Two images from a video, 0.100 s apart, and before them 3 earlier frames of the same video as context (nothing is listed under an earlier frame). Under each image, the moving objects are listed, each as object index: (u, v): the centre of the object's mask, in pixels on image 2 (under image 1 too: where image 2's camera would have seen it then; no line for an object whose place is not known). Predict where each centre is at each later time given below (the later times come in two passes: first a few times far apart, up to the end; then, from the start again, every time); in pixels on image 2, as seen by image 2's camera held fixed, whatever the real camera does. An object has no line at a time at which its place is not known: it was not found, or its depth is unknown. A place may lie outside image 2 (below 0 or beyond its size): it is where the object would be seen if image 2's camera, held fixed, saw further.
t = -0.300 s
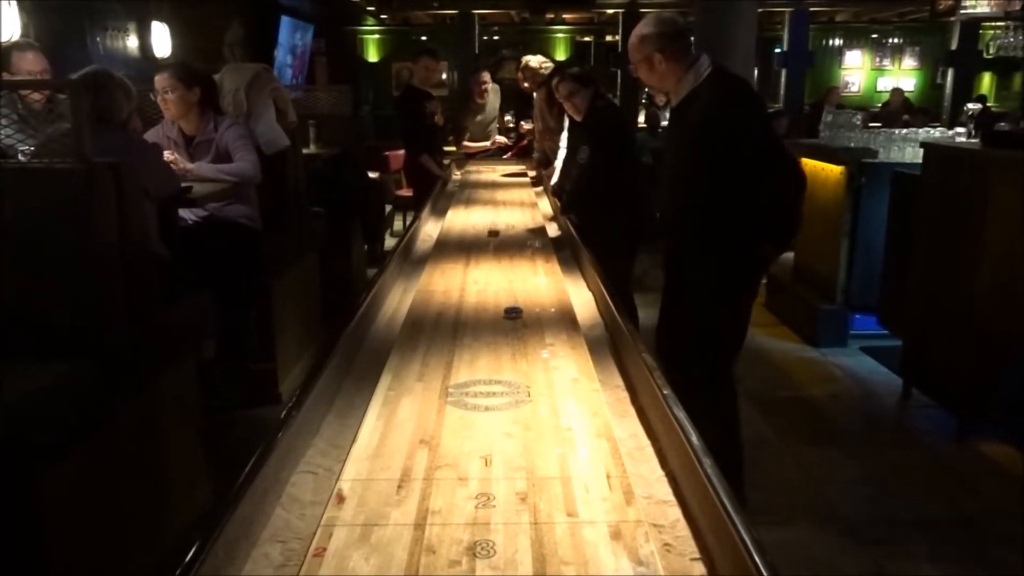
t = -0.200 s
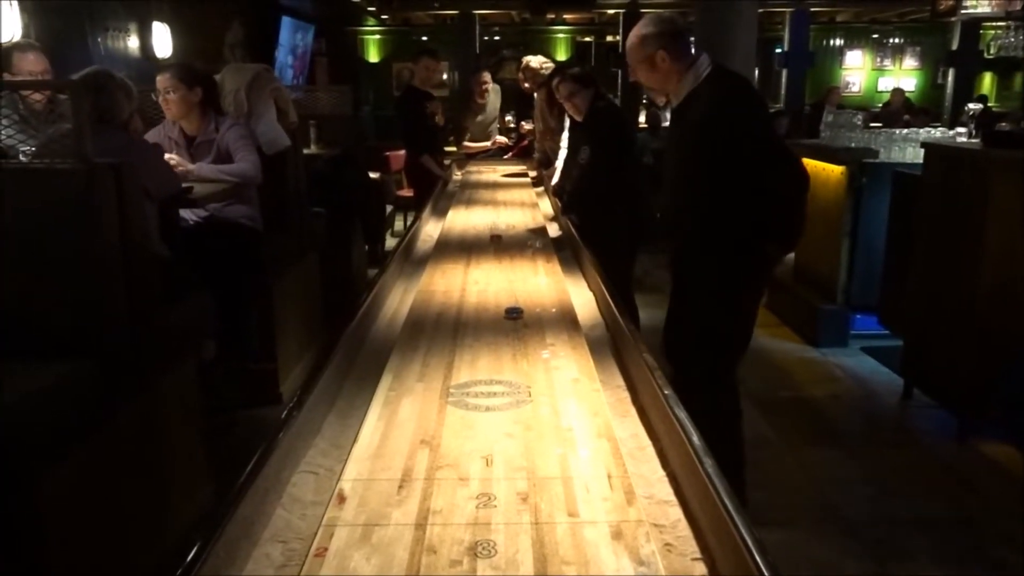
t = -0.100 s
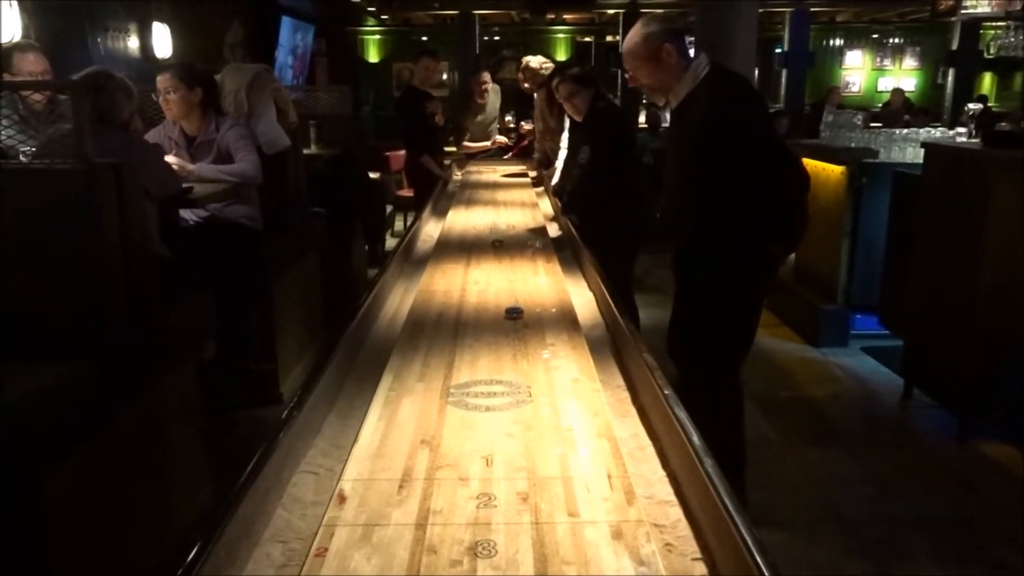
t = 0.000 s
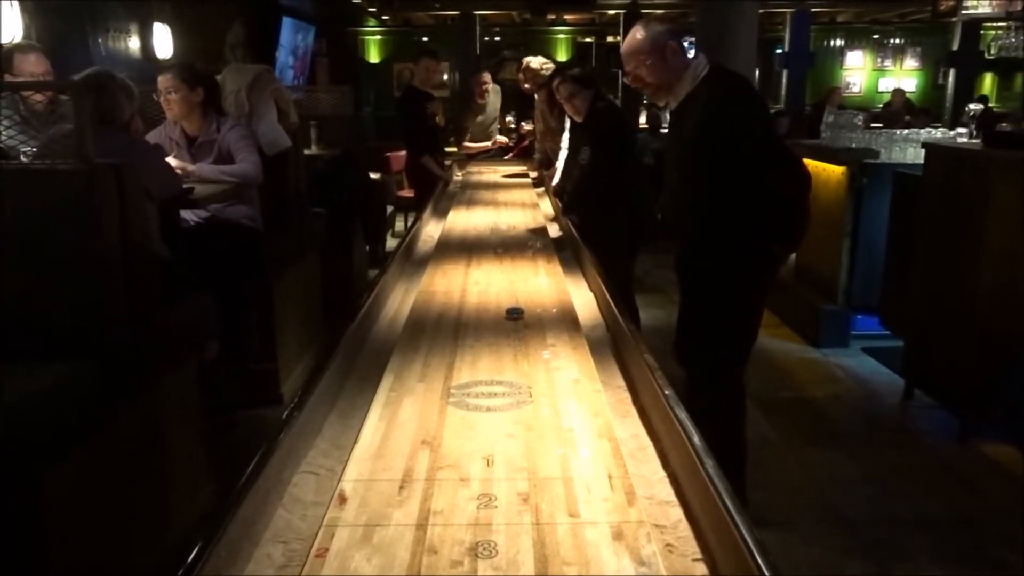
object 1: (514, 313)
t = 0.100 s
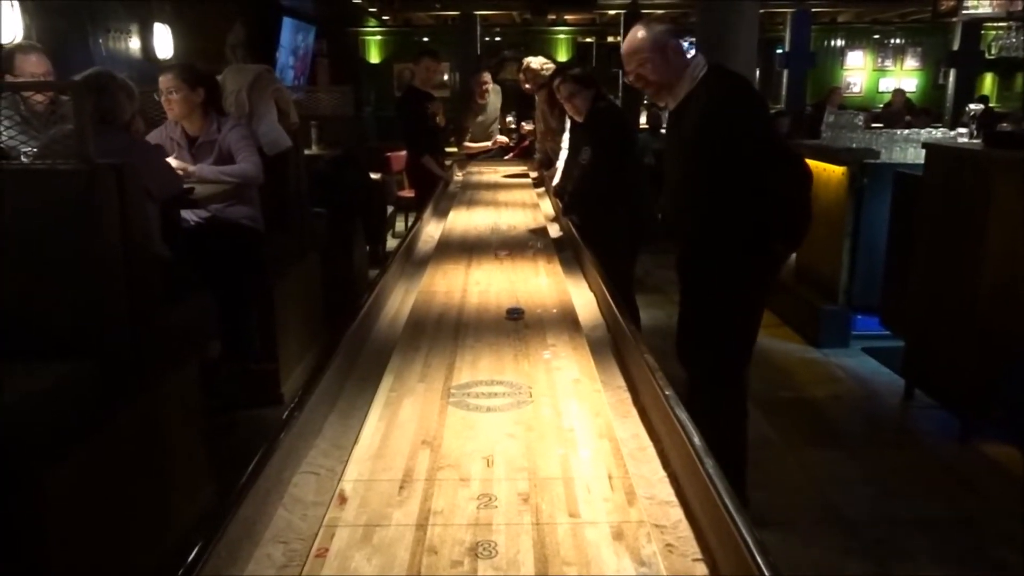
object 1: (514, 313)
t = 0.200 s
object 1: (515, 313)
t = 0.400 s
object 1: (514, 313)
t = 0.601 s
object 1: (515, 313)
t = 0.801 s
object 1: (515, 313)
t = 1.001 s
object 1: (505, 324)
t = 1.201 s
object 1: (488, 342)
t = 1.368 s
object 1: (475, 356)
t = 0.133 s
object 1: (515, 313)
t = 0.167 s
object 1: (514, 313)
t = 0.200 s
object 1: (515, 313)
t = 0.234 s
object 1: (514, 313)
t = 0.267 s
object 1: (514, 313)
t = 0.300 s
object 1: (514, 313)
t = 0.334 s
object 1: (514, 313)
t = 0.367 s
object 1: (514, 313)
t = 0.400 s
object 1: (514, 313)
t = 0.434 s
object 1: (514, 313)
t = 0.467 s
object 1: (514, 314)
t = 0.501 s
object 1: (514, 314)
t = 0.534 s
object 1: (514, 313)
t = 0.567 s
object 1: (514, 313)
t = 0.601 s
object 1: (515, 313)
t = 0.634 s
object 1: (514, 313)
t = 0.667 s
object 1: (514, 313)
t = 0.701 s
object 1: (514, 313)
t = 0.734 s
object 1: (514, 313)
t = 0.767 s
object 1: (514, 314)
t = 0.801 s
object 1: (515, 313)
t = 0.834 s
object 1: (514, 313)
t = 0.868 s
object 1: (514, 314)
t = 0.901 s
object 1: (512, 316)
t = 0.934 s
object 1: (510, 318)
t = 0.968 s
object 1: (507, 321)
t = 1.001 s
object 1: (505, 324)
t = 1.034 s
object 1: (501, 327)
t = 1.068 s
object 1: (499, 330)
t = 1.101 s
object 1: (496, 333)
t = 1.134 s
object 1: (494, 335)
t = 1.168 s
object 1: (491, 339)
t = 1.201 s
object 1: (488, 342)
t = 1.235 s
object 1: (486, 344)
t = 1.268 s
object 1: (482, 347)
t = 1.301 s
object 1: (480, 350)
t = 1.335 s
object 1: (477, 353)
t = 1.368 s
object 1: (475, 356)
